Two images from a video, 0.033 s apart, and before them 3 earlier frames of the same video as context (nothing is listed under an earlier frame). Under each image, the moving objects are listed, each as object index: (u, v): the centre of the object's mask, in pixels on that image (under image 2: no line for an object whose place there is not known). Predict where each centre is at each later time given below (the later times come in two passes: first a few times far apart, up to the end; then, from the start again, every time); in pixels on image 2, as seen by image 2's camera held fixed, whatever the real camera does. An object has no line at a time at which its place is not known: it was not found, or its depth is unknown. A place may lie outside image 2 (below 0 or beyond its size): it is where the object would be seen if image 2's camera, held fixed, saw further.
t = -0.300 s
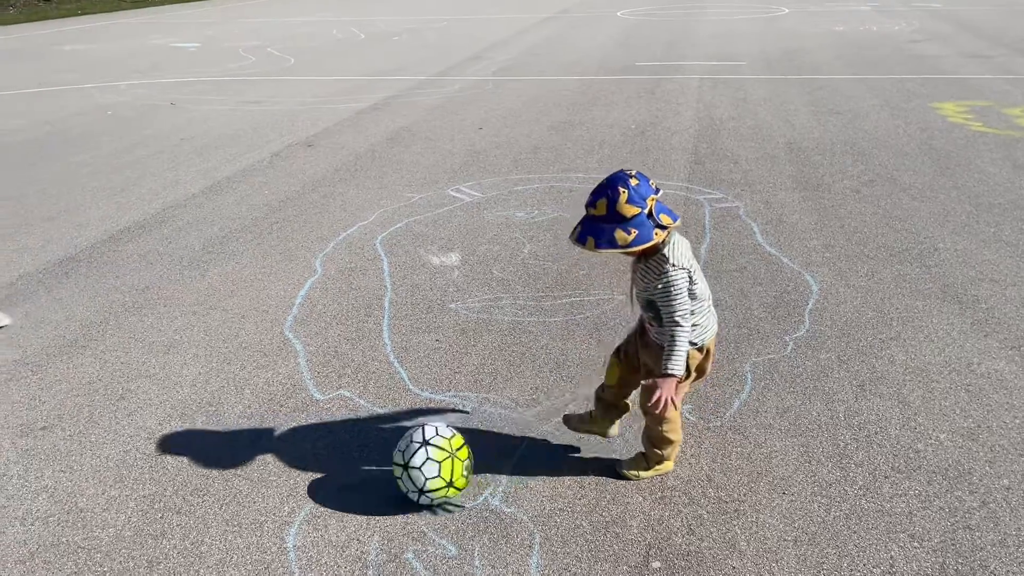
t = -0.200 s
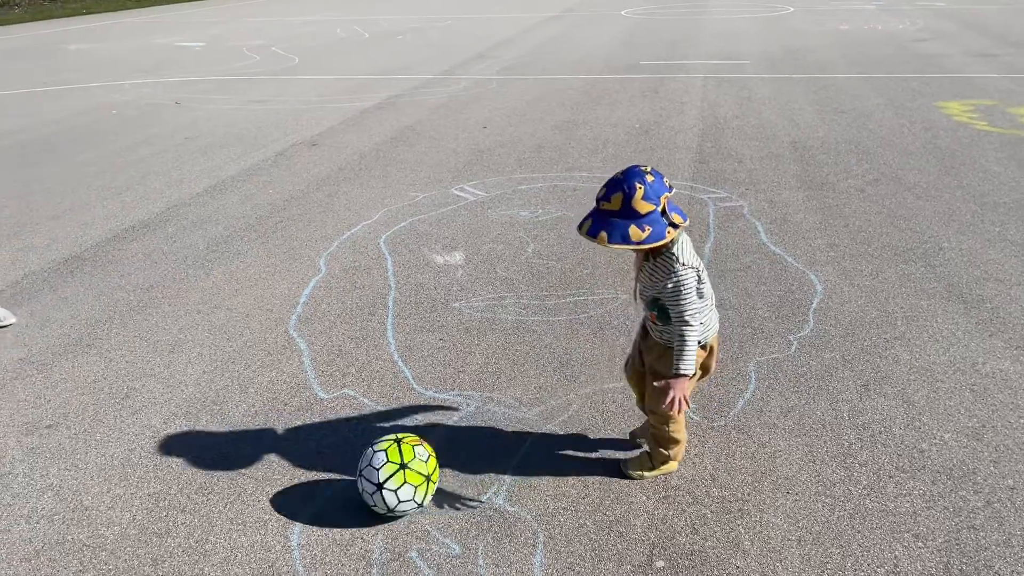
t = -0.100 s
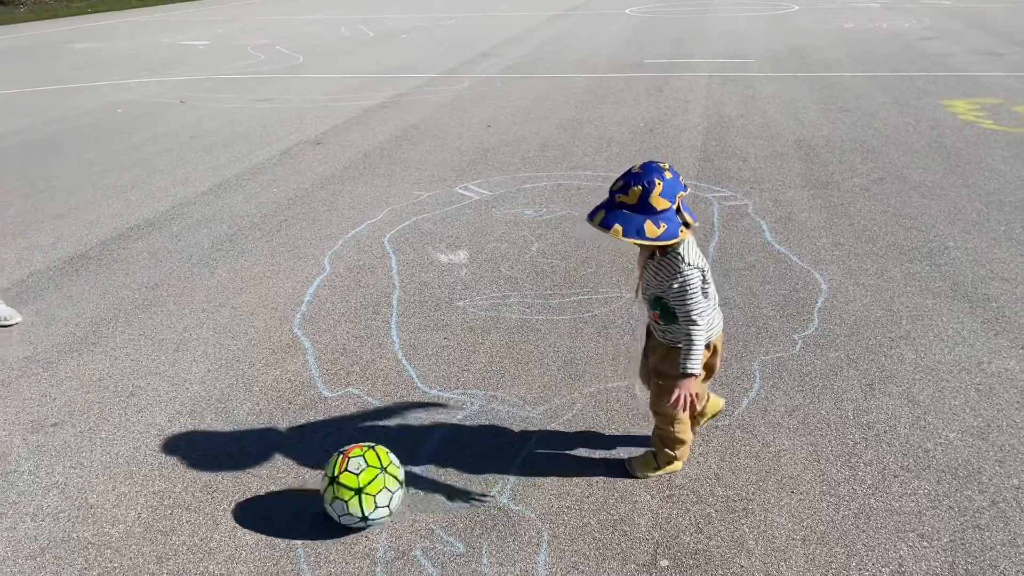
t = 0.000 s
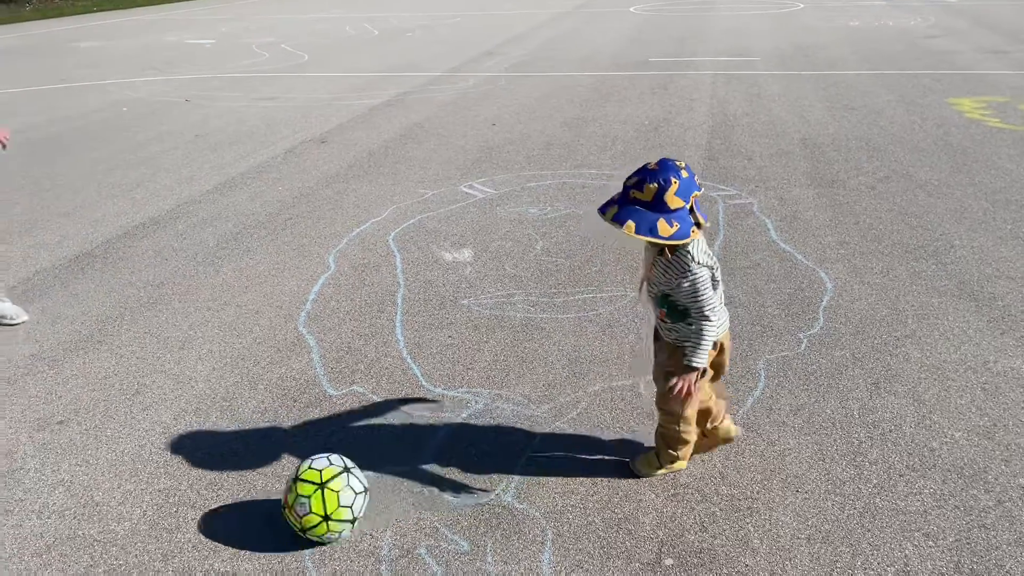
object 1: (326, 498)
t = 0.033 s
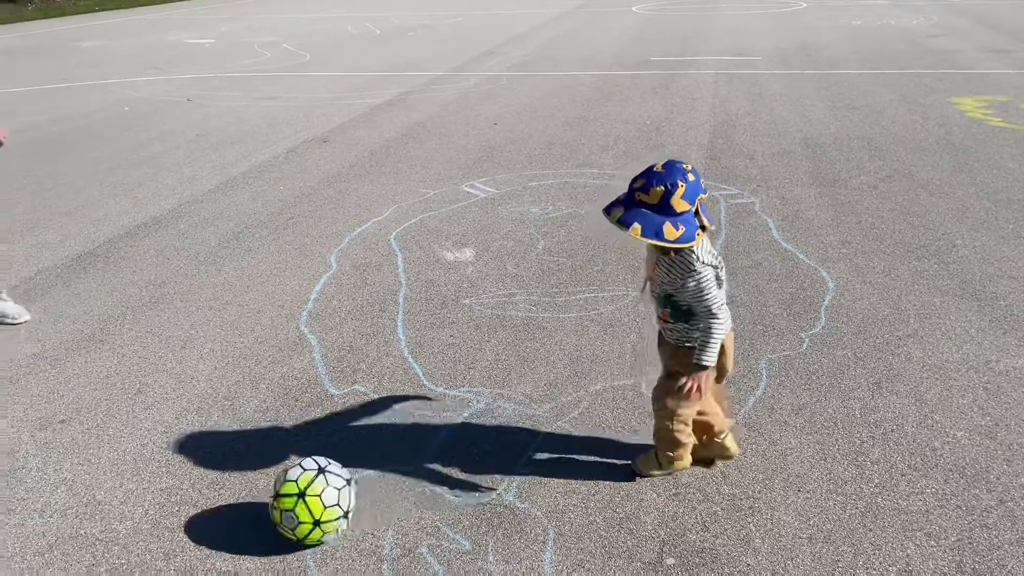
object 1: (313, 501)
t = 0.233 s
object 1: (227, 528)
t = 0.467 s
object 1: (123, 557)
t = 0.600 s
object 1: (60, 572)
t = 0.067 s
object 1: (298, 504)
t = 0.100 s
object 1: (284, 510)
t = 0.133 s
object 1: (270, 513)
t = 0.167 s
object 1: (256, 518)
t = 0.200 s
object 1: (241, 524)
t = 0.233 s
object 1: (227, 528)
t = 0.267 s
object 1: (212, 533)
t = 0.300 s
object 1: (198, 538)
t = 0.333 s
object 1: (183, 542)
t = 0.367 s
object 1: (168, 546)
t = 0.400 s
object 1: (153, 550)
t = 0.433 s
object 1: (138, 555)
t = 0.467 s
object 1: (123, 557)
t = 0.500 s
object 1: (107, 560)
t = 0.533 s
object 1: (92, 564)
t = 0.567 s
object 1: (77, 568)
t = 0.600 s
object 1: (60, 572)
